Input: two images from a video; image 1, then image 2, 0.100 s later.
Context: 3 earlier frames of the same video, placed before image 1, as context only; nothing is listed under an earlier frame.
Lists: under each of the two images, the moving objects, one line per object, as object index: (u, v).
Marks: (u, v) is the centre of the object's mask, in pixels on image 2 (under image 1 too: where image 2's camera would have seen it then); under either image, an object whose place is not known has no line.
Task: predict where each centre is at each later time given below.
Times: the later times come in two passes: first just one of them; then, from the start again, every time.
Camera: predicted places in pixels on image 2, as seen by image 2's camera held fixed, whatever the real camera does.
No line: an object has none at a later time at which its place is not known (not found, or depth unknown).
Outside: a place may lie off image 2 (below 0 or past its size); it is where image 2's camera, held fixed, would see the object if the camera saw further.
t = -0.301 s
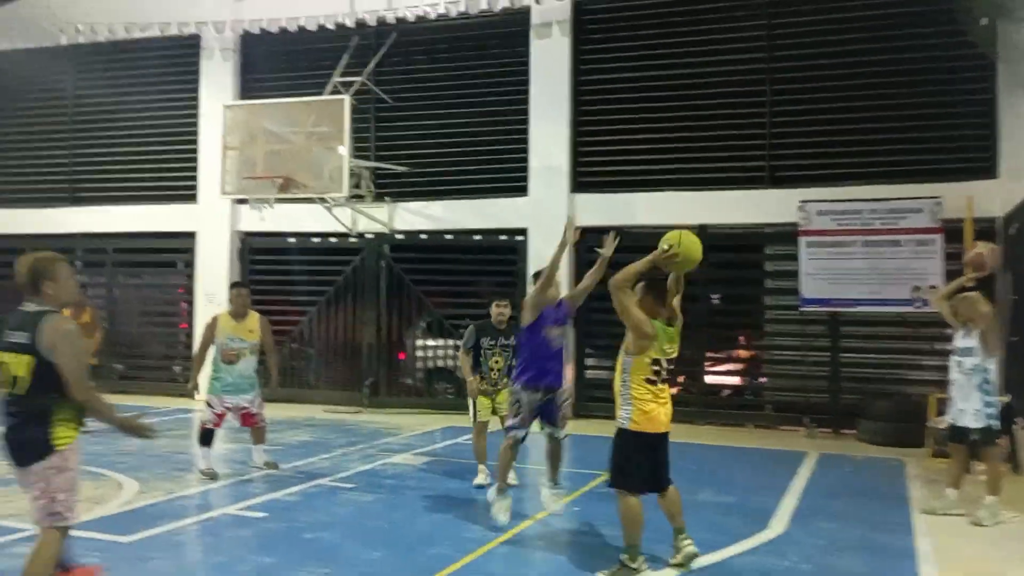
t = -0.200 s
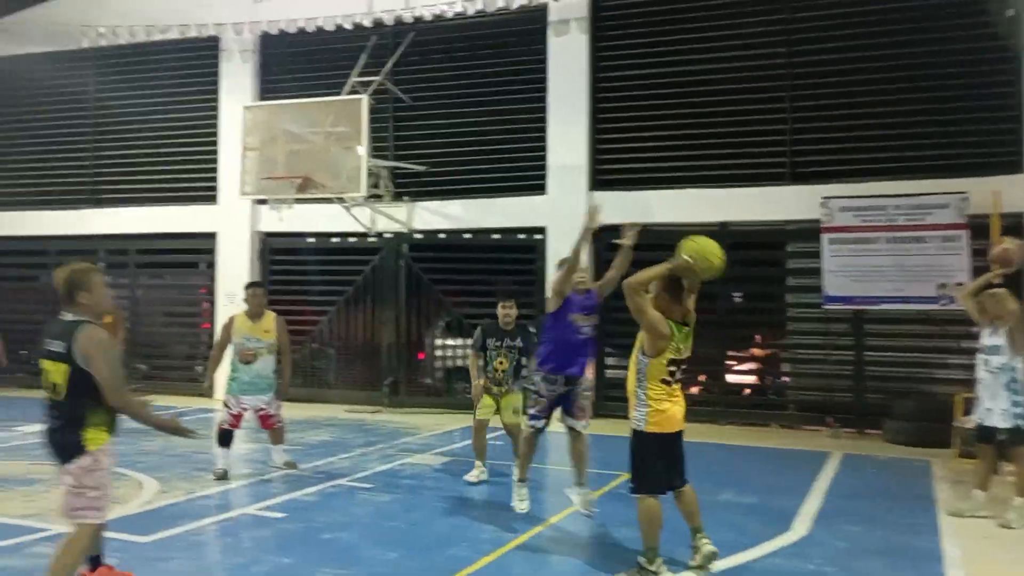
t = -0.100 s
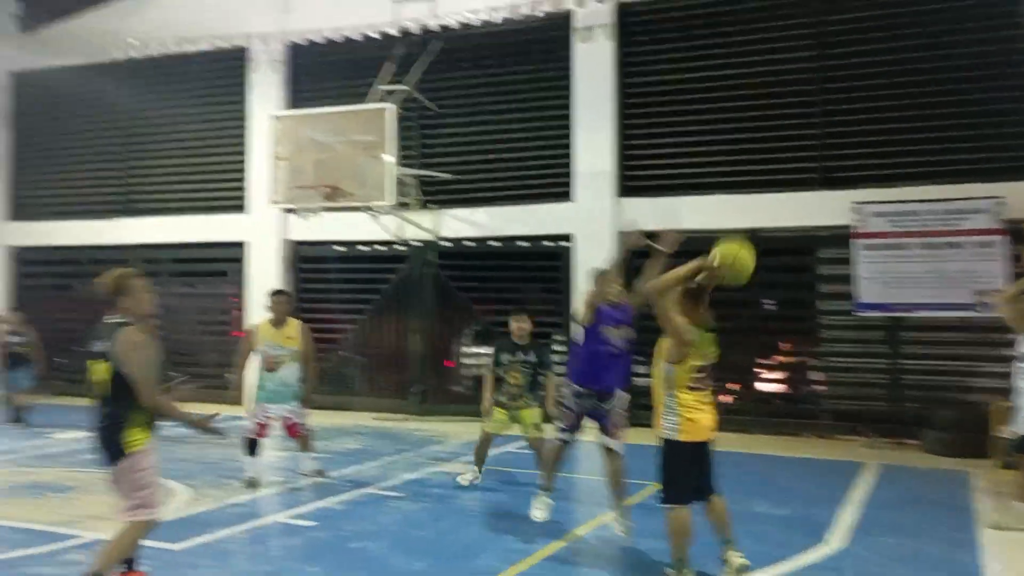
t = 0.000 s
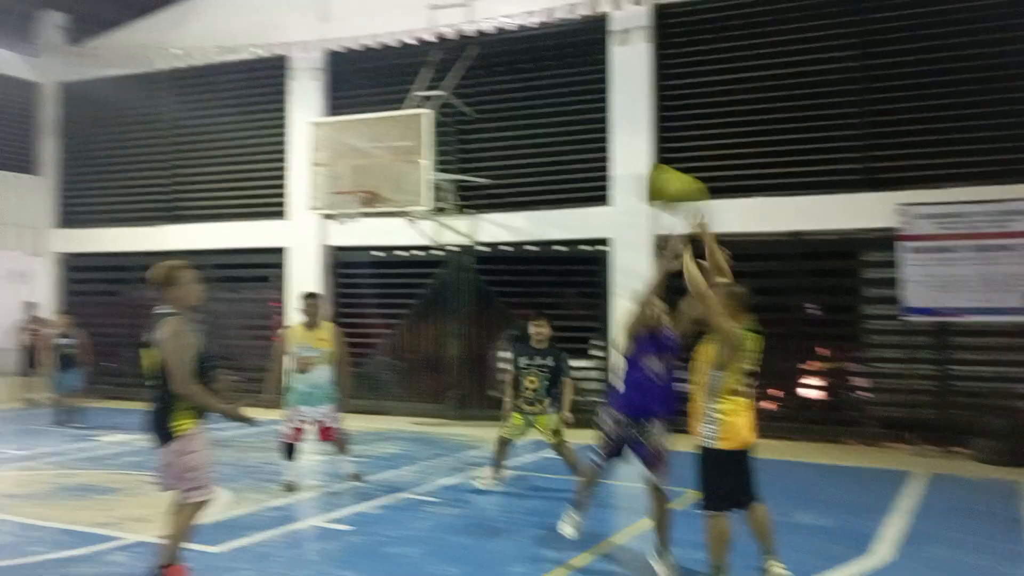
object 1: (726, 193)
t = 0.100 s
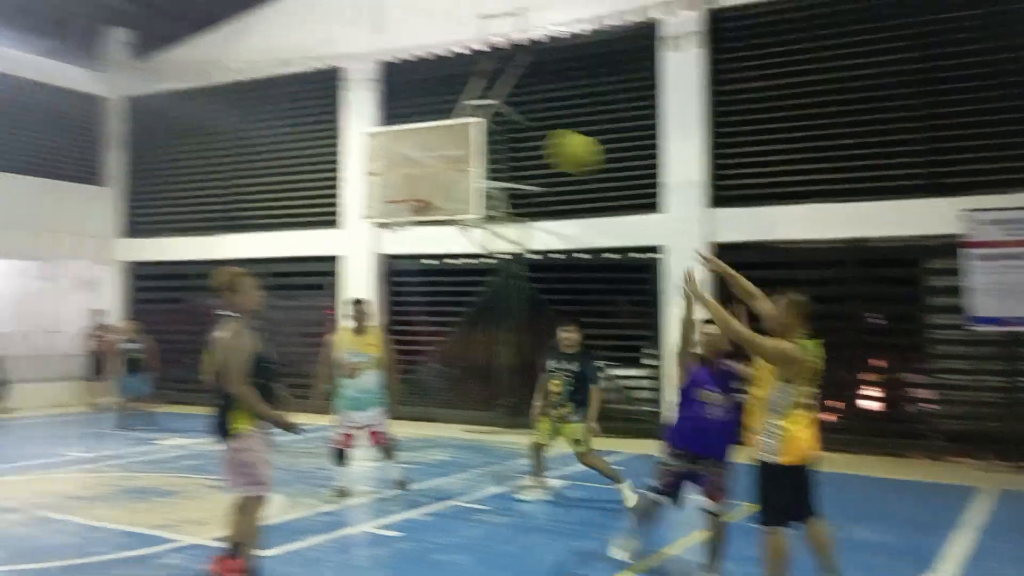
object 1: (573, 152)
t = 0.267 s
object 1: (373, 122)
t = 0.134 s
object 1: (529, 143)
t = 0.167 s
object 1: (492, 134)
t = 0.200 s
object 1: (444, 128)
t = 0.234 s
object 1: (406, 123)
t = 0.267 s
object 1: (373, 122)
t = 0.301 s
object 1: (332, 123)
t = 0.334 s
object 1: (302, 124)
